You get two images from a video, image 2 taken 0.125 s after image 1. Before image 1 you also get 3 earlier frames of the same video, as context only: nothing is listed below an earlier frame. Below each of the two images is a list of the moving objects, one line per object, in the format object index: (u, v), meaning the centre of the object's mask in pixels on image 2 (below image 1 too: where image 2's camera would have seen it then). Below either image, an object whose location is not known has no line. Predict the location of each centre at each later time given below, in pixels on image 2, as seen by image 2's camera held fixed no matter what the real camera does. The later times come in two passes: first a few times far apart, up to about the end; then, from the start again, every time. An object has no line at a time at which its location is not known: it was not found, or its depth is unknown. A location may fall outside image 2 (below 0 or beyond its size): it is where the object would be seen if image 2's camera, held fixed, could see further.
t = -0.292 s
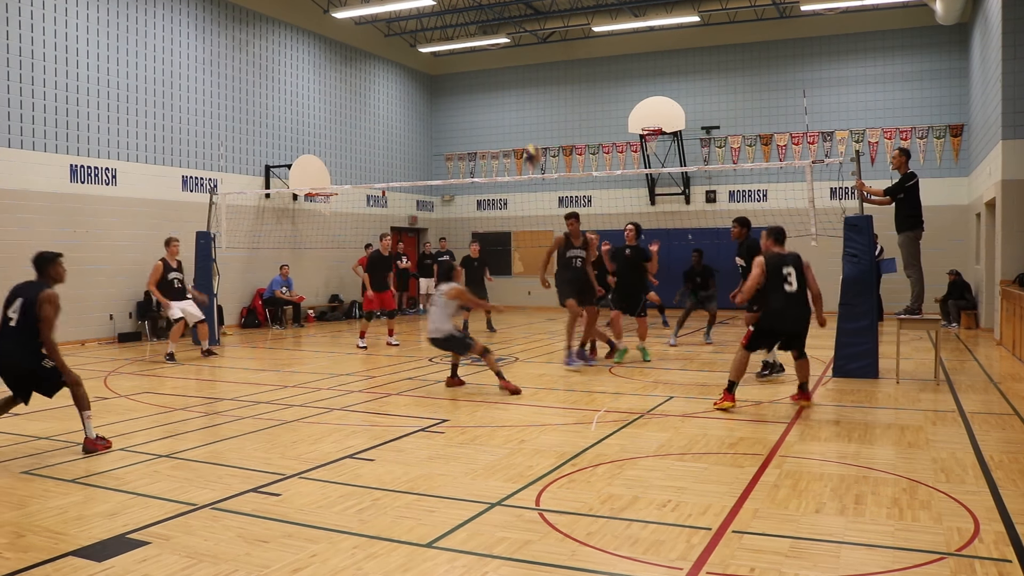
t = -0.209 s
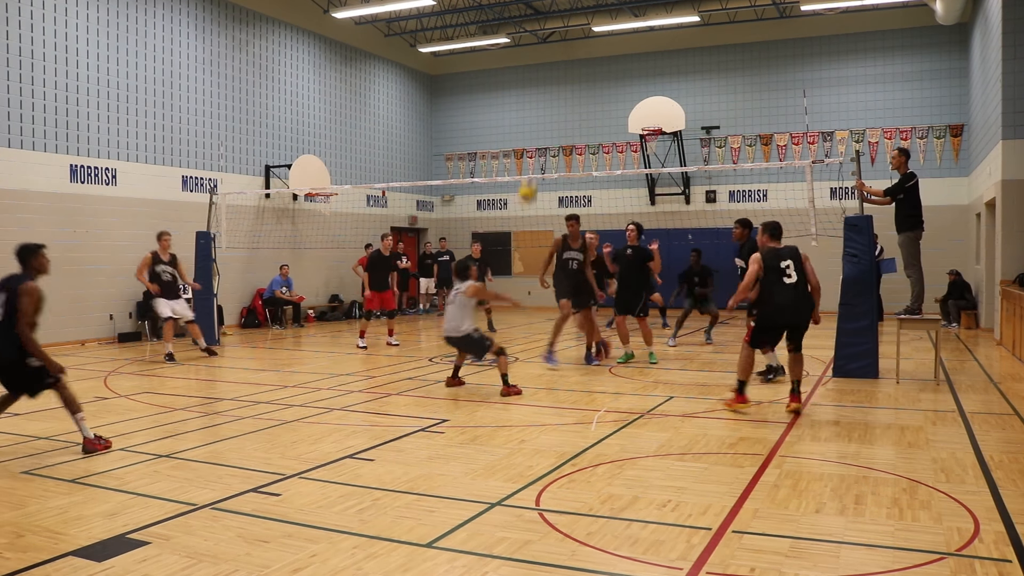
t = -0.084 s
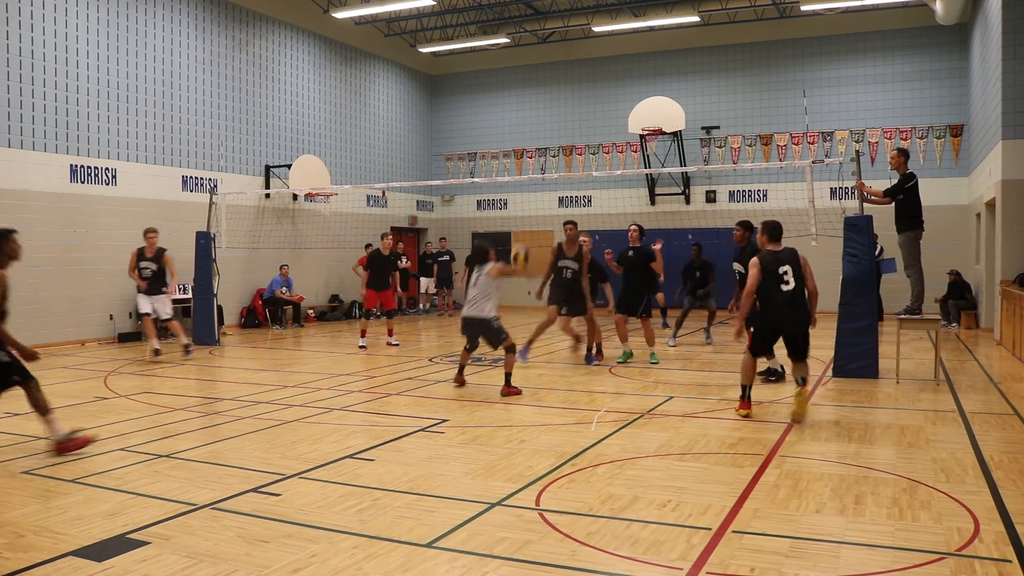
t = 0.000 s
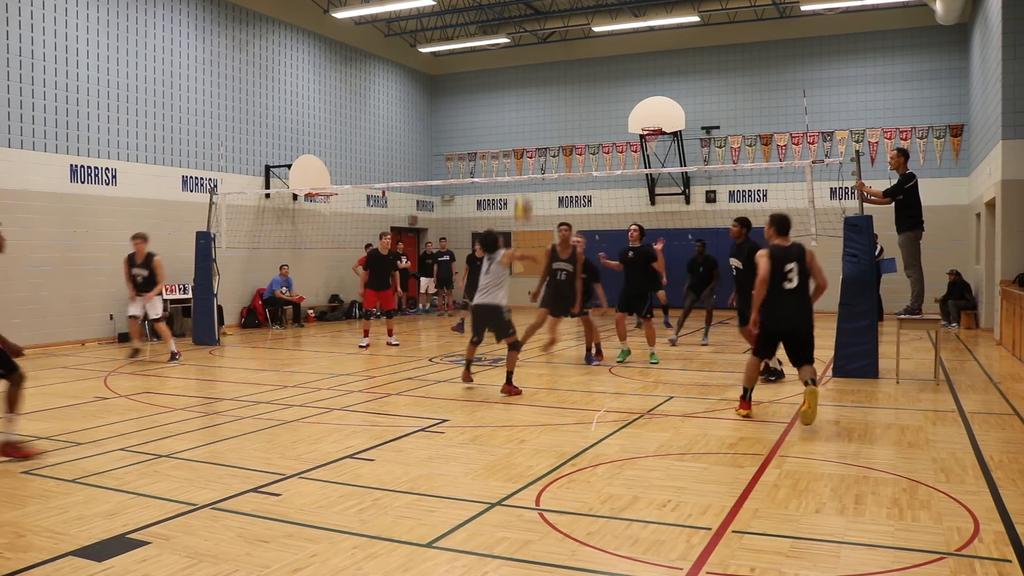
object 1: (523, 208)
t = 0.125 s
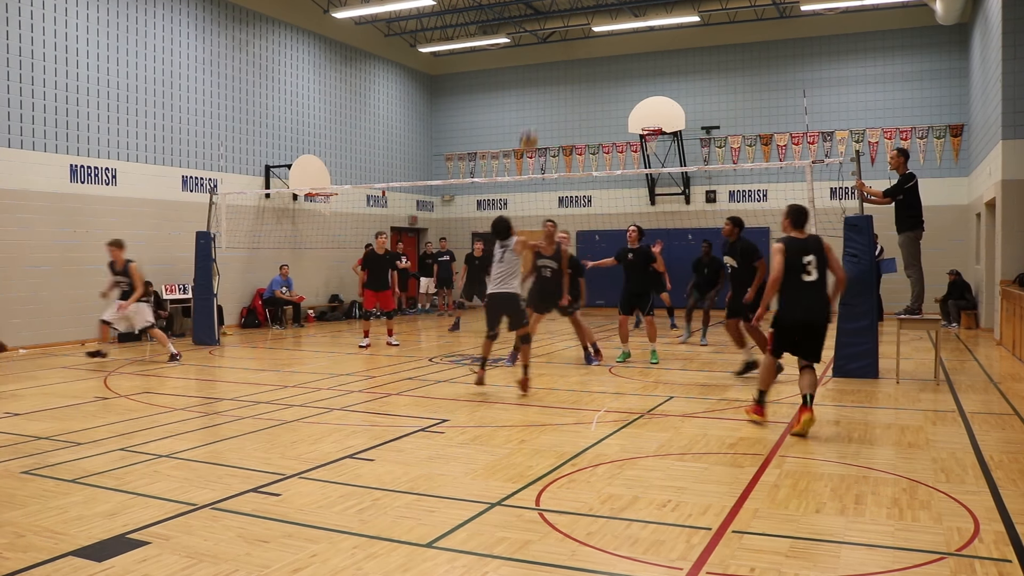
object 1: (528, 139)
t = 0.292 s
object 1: (535, 76)
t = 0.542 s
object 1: (547, 30)
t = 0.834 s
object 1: (559, 43)
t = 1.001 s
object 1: (566, 83)
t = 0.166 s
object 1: (530, 123)
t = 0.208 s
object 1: (532, 104)
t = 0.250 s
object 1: (533, 90)
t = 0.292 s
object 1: (535, 76)
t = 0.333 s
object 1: (537, 64)
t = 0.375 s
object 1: (539, 55)
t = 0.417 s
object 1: (542, 46)
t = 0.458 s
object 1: (543, 40)
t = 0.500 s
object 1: (545, 34)
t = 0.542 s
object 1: (547, 30)
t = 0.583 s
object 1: (548, 28)
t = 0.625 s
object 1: (550, 27)
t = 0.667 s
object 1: (551, 28)
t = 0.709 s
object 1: (553, 29)
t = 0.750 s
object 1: (554, 33)
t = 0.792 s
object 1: (557, 38)
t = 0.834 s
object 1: (559, 43)
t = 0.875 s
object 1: (561, 52)
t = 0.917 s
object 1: (563, 61)
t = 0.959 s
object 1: (564, 71)
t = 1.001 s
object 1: (566, 83)
